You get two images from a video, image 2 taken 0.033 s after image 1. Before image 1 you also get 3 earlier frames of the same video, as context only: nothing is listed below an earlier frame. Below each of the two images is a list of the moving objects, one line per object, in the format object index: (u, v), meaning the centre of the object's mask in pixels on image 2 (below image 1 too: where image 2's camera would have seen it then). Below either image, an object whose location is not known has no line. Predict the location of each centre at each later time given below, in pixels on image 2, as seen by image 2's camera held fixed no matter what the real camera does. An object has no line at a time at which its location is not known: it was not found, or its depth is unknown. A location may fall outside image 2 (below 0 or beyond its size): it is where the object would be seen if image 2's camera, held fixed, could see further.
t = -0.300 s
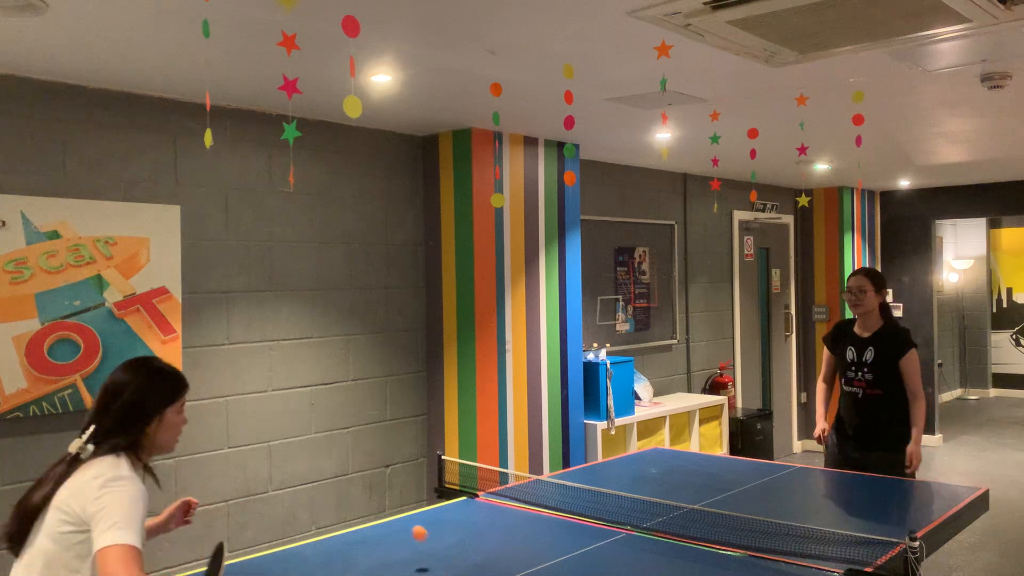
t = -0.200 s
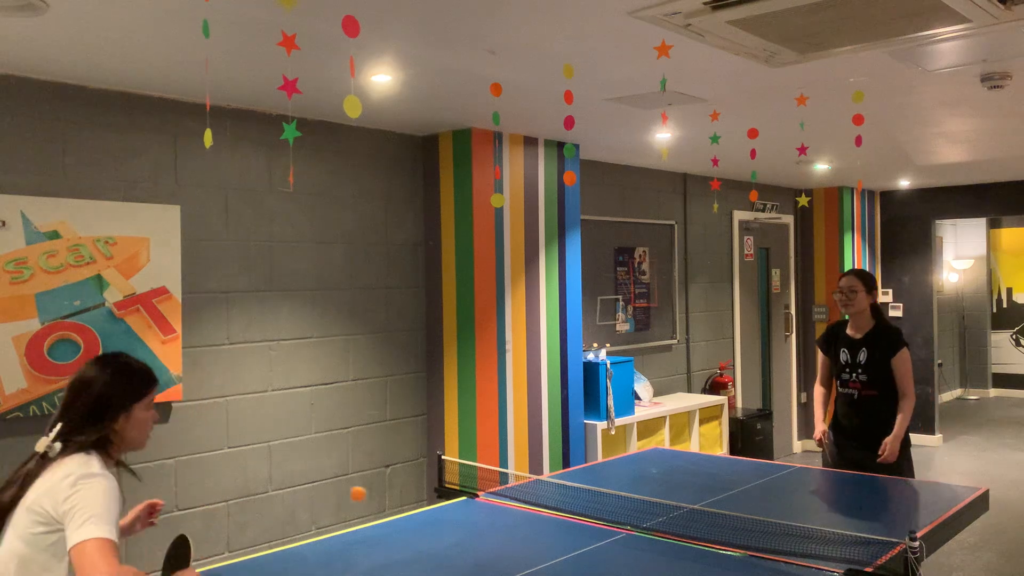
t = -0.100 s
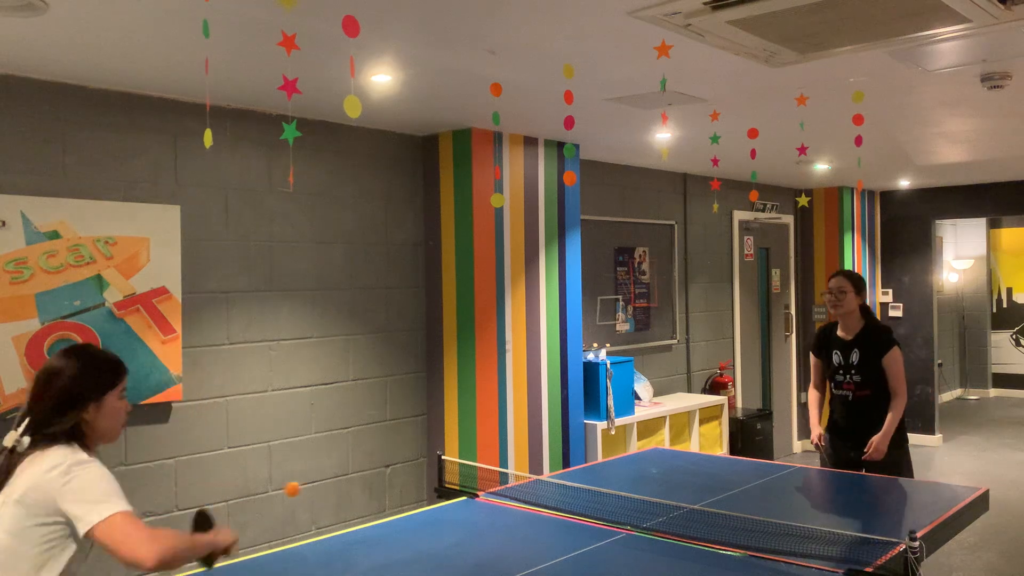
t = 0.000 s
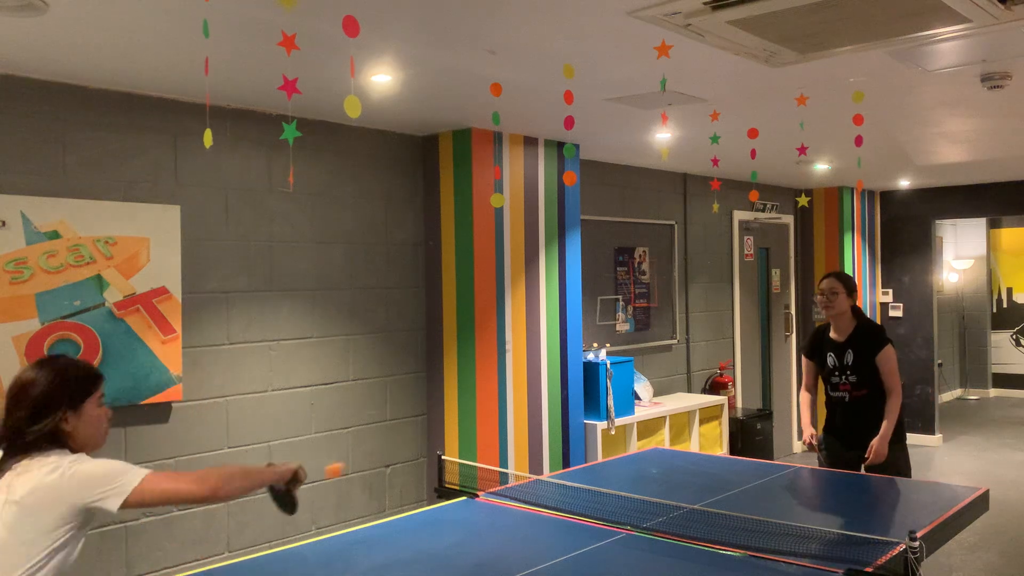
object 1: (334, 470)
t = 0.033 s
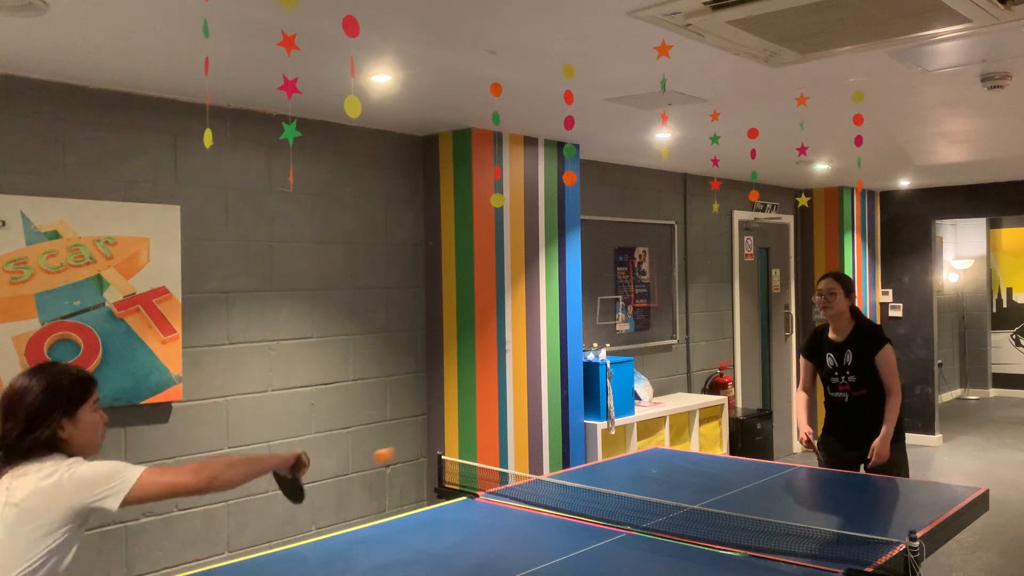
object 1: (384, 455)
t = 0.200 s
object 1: (580, 444)
